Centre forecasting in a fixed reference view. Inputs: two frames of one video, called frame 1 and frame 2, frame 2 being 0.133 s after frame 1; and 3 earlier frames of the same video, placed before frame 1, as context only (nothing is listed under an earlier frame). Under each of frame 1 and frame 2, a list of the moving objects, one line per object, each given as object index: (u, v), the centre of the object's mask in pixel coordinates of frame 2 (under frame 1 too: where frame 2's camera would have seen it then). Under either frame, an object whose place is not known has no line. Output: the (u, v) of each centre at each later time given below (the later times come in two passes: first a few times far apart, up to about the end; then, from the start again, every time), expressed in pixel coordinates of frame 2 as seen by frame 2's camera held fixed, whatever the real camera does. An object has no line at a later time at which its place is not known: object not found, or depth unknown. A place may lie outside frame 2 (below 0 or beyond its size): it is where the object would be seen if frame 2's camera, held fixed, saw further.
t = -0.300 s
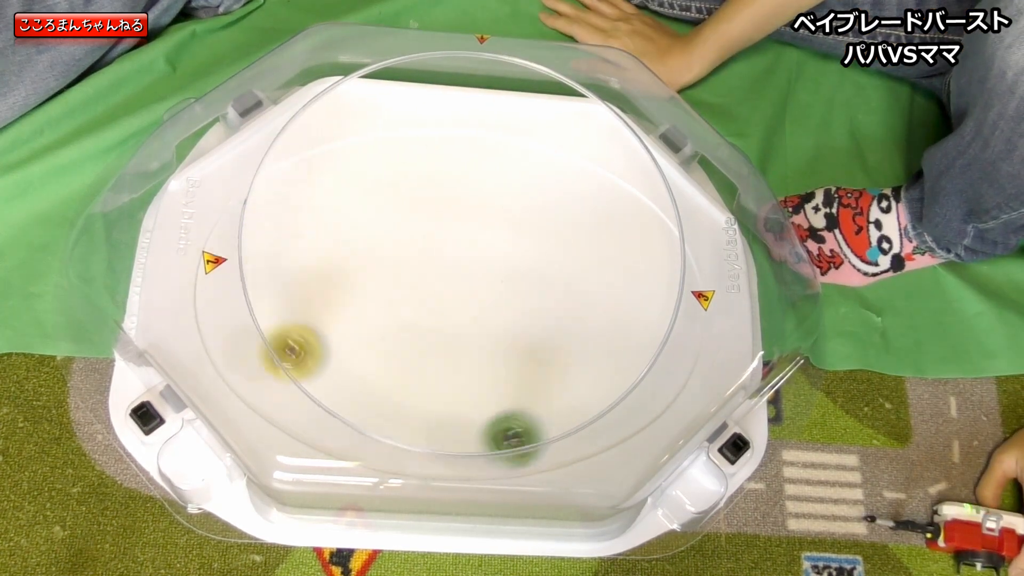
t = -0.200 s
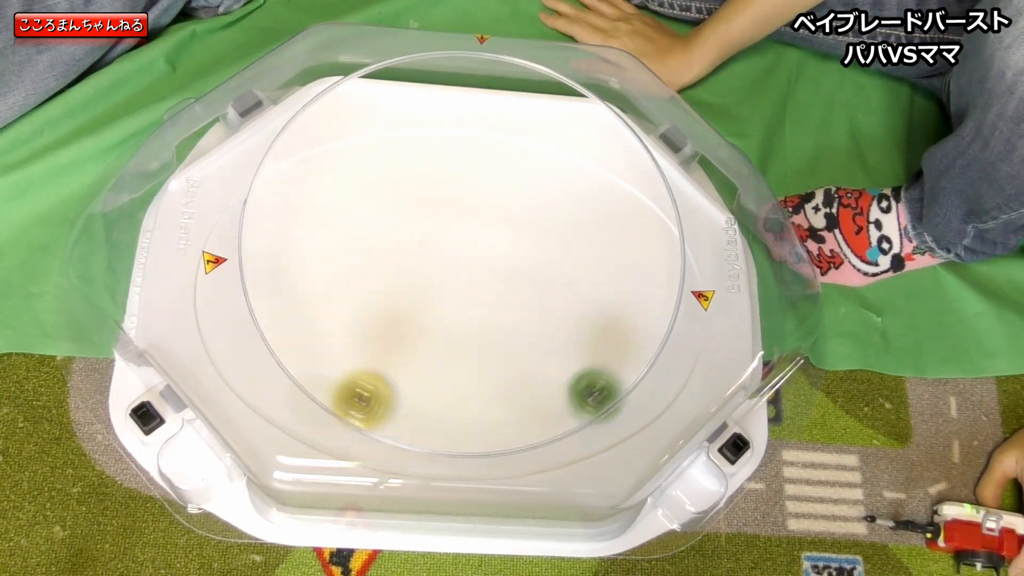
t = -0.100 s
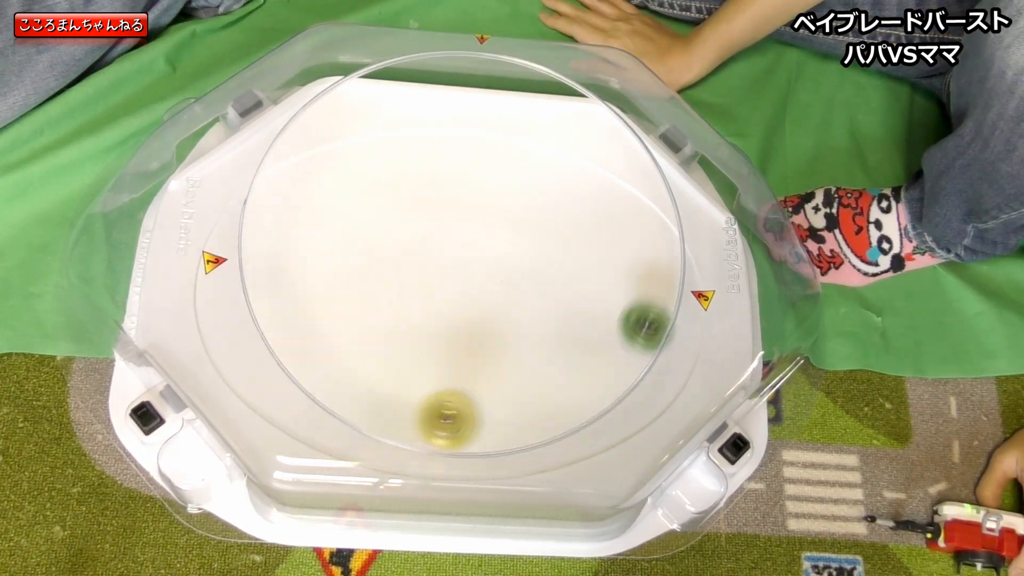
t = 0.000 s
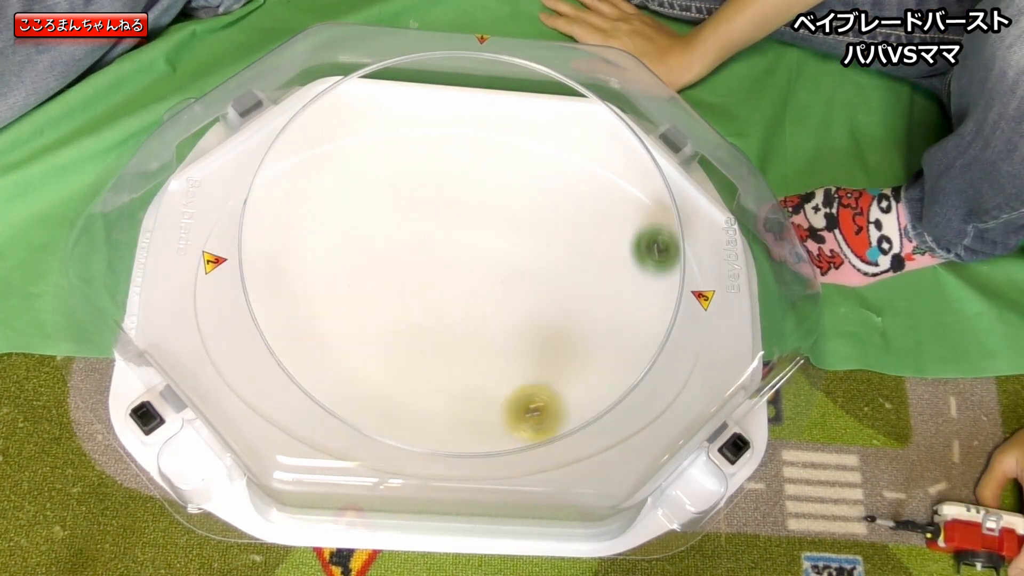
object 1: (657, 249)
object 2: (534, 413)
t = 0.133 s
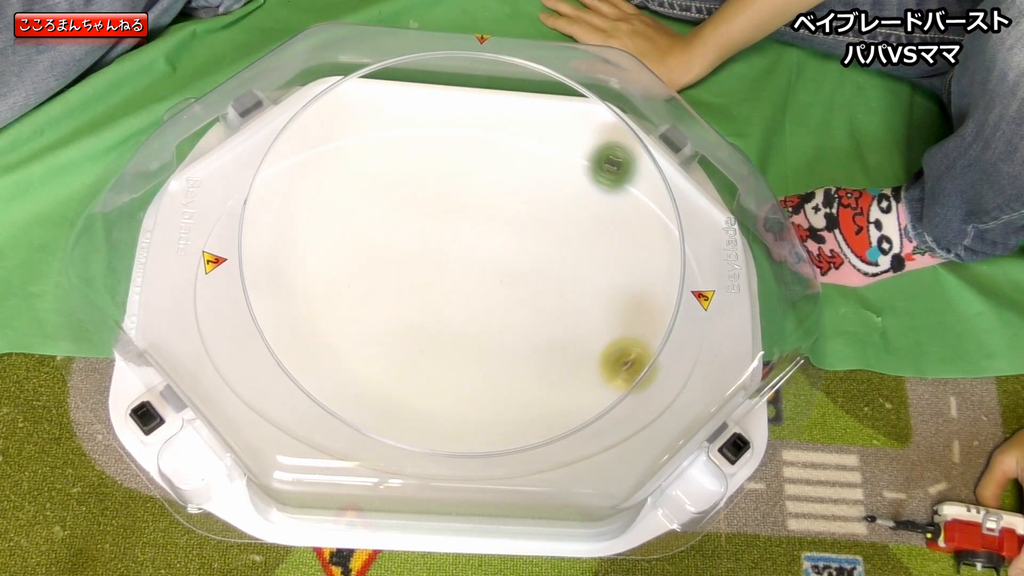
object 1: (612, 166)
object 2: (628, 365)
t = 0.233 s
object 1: (538, 140)
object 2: (667, 309)
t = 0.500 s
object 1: (323, 149)
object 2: (599, 165)
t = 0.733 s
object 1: (227, 295)
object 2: (433, 164)
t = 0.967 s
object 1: (354, 435)
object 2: (321, 283)
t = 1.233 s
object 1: (593, 428)
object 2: (412, 428)
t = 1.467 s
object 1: (701, 294)
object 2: (579, 423)
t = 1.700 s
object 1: (612, 167)
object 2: (648, 301)
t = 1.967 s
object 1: (415, 148)
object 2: (526, 183)
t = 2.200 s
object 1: (272, 263)
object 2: (365, 189)
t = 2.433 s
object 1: (309, 415)
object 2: (271, 287)
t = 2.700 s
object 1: (504, 458)
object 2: (354, 404)
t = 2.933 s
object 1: (646, 367)
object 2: (511, 388)
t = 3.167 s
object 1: (631, 220)
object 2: (582, 273)
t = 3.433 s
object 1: (496, 133)
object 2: (486, 189)
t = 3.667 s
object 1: (367, 137)
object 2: (362, 224)
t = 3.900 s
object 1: (272, 203)
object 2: (352, 329)
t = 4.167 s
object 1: (370, 329)
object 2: (486, 377)
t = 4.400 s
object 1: (526, 354)
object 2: (571, 301)
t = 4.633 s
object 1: (644, 301)
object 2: (523, 215)
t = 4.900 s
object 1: (643, 194)
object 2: (398, 233)
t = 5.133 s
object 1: (511, 200)
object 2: (386, 328)
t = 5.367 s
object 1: (415, 303)
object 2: (490, 371)
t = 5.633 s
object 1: (439, 424)
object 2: (575, 297)
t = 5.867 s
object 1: (553, 447)
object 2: (522, 220)
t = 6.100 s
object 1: (590, 335)
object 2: (414, 224)
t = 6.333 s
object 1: (513, 233)
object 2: (366, 304)
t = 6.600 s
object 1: (385, 185)
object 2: (448, 377)
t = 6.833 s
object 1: (267, 193)
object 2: (542, 337)
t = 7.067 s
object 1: (235, 289)
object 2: (541, 250)
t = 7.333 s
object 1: (377, 355)
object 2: (443, 208)
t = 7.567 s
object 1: (513, 337)
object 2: (368, 255)
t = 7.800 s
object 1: (600, 271)
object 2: (387, 340)
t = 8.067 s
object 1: (582, 180)
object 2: (499, 363)
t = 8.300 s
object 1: (475, 210)
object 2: (563, 300)
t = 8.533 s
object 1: (426, 316)
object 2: (536, 228)
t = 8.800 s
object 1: (478, 414)
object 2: (434, 221)
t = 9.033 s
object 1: (577, 412)
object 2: (383, 288)
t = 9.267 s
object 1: (577, 310)
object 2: (417, 362)
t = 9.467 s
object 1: (512, 241)
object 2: (495, 370)
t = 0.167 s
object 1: (588, 157)
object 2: (645, 348)
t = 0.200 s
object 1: (563, 148)
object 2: (658, 328)
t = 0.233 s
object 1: (538, 140)
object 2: (667, 309)
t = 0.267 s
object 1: (512, 133)
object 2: (670, 287)
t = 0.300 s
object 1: (485, 129)
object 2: (671, 266)
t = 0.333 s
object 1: (458, 126)
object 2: (668, 245)
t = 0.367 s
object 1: (431, 126)
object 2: (660, 227)
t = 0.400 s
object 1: (404, 127)
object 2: (649, 208)
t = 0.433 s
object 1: (376, 132)
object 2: (636, 191)
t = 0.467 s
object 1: (348, 139)
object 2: (619, 177)
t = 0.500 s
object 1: (323, 149)
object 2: (599, 165)
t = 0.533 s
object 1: (300, 163)
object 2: (578, 157)
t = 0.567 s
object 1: (279, 179)
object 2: (555, 152)
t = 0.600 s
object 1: (258, 197)
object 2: (531, 148)
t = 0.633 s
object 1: (242, 219)
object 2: (506, 148)
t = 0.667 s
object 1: (233, 241)
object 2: (482, 151)
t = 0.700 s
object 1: (226, 267)
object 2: (456, 156)
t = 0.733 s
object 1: (227, 295)
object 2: (433, 164)
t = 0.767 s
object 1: (232, 322)
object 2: (409, 175)
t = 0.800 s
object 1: (243, 344)
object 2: (387, 188)
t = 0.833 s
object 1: (260, 365)
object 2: (367, 203)
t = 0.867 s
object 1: (279, 386)
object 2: (350, 220)
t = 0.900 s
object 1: (300, 406)
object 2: (336, 241)
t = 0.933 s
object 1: (326, 423)
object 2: (326, 262)
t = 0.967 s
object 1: (354, 435)
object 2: (321, 283)
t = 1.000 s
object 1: (383, 445)
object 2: (320, 305)
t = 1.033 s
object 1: (412, 451)
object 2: (324, 327)
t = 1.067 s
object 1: (444, 454)
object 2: (330, 347)
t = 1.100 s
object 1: (475, 454)
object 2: (340, 368)
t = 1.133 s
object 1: (506, 451)
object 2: (353, 388)
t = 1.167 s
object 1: (536, 445)
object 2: (371, 403)
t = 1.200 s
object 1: (566, 437)
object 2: (391, 415)
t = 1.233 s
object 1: (593, 428)
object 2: (412, 428)
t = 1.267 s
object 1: (618, 414)
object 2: (435, 435)
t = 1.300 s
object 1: (640, 397)
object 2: (460, 440)
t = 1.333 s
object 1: (659, 379)
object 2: (485, 442)
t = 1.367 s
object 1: (675, 359)
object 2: (510, 441)
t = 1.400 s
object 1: (688, 338)
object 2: (535, 437)
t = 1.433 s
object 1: (695, 319)
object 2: (557, 432)
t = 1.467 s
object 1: (701, 294)
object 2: (579, 423)
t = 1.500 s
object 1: (700, 269)
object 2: (599, 411)
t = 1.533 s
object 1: (694, 250)
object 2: (616, 397)
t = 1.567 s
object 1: (684, 229)
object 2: (630, 380)
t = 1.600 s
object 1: (669, 212)
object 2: (640, 362)
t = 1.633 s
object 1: (652, 194)
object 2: (647, 343)
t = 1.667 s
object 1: (633, 180)
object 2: (650, 322)
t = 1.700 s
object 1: (612, 167)
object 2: (648, 301)
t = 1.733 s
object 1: (590, 156)
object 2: (643, 281)
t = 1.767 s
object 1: (568, 146)
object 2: (632, 261)
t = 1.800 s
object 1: (544, 140)
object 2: (619, 243)
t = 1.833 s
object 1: (520, 136)
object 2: (604, 228)
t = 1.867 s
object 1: (494, 135)
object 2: (587, 213)
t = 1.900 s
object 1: (468, 136)
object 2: (568, 201)
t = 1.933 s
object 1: (442, 141)
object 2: (548, 191)
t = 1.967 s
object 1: (415, 148)
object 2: (526, 183)
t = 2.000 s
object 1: (389, 157)
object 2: (503, 178)
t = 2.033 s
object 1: (364, 169)
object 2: (480, 174)
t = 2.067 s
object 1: (340, 183)
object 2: (457, 173)
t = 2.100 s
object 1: (318, 200)
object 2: (433, 175)
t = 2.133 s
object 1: (299, 219)
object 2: (410, 178)
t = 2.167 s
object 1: (284, 239)
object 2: (388, 182)
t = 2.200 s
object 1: (272, 263)
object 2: (365, 189)
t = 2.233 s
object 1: (264, 286)
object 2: (344, 197)
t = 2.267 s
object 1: (262, 311)
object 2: (326, 208)
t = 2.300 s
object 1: (263, 332)
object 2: (309, 222)
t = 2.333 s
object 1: (270, 354)
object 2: (294, 236)
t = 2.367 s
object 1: (281, 375)
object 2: (282, 251)
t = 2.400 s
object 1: (294, 397)
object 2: (274, 269)
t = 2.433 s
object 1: (309, 415)
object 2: (271, 287)
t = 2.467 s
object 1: (329, 431)
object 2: (270, 305)
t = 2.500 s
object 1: (349, 444)
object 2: (273, 323)
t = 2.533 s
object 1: (373, 454)
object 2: (280, 338)
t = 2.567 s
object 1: (399, 457)
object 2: (291, 354)
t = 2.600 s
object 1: (424, 460)
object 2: (303, 368)
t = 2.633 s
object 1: (451, 462)
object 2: (318, 382)
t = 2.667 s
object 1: (478, 460)
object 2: (335, 394)
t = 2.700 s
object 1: (504, 458)
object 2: (354, 404)
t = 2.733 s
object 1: (530, 454)
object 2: (377, 408)
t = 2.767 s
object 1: (555, 444)
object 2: (399, 412)
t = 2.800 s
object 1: (580, 433)
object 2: (422, 412)
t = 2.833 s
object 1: (601, 420)
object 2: (446, 409)
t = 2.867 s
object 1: (619, 405)
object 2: (468, 405)
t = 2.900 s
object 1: (634, 387)
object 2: (490, 397)
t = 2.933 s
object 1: (646, 367)
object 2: (511, 388)
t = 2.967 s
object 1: (655, 346)
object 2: (530, 377)
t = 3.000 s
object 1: (660, 325)
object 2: (547, 362)
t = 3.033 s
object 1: (661, 303)
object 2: (560, 346)
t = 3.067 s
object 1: (657, 281)
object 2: (570, 328)
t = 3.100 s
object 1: (652, 260)
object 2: (578, 311)
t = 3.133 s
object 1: (643, 240)
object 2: (582, 292)
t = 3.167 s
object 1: (631, 220)
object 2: (582, 273)
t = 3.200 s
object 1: (617, 204)
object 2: (578, 256)
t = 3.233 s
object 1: (601, 188)
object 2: (571, 240)
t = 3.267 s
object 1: (584, 176)
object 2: (563, 223)
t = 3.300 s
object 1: (567, 162)
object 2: (551, 212)
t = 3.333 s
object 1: (553, 147)
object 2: (535, 205)
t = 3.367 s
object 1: (536, 134)
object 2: (519, 199)
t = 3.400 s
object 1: (517, 132)
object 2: (503, 194)
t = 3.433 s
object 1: (496, 133)
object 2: (486, 189)
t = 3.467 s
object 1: (475, 133)
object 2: (469, 186)
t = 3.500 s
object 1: (457, 130)
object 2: (450, 188)
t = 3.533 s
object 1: (438, 126)
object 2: (430, 193)
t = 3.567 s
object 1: (420, 123)
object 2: (412, 198)
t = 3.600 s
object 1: (402, 127)
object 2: (394, 205)
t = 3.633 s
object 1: (385, 131)
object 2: (377, 213)
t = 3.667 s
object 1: (367, 137)
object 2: (362, 224)
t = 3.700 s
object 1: (352, 143)
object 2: (351, 236)
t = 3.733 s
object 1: (336, 147)
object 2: (342, 251)
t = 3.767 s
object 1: (320, 152)
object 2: (338, 267)
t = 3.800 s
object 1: (304, 160)
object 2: (338, 283)
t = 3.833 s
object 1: (290, 170)
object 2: (341, 298)
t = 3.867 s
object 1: (279, 185)
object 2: (345, 313)
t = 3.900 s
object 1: (272, 203)
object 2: (352, 329)
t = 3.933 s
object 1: (270, 221)
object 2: (362, 343)
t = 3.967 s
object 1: (273, 240)
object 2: (374, 357)
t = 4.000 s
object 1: (282, 258)
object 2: (389, 368)
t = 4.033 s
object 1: (294, 276)
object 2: (407, 374)
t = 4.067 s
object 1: (309, 291)
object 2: (426, 378)
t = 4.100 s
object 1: (328, 304)
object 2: (446, 380)
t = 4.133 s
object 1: (348, 317)
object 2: (466, 380)
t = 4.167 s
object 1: (370, 329)
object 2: (486, 377)
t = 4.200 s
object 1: (393, 340)
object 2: (504, 373)
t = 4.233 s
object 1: (415, 347)
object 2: (523, 365)
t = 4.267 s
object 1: (439, 352)
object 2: (538, 356)
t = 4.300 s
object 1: (461, 356)
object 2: (550, 343)
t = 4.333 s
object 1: (483, 357)
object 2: (559, 329)
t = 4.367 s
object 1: (504, 356)
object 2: (567, 315)
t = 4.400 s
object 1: (526, 354)
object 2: (571, 301)
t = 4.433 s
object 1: (546, 350)
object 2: (574, 286)
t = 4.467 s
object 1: (565, 344)
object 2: (572, 272)
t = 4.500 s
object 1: (583, 337)
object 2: (566, 258)
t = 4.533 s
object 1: (600, 330)
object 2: (558, 245)
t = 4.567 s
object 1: (617, 322)
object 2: (548, 232)
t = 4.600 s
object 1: (631, 312)
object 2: (536, 222)
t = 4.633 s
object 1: (644, 301)
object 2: (523, 215)
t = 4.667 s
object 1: (654, 288)
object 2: (507, 209)
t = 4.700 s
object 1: (661, 274)
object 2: (491, 206)
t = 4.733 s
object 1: (670, 259)
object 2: (475, 206)
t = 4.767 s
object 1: (673, 244)
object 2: (458, 206)
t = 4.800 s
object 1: (673, 228)
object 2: (442, 210)
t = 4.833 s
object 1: (667, 214)
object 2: (426, 216)
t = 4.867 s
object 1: (658, 202)
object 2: (411, 224)
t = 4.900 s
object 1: (643, 194)
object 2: (398, 233)
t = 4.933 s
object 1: (630, 186)
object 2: (387, 244)
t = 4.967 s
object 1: (611, 182)
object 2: (380, 258)
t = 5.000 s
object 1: (591, 180)
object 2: (376, 271)
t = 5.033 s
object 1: (571, 181)
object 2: (376, 285)
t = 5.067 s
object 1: (550, 185)
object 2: (378, 300)
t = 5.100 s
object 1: (531, 191)
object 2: (381, 314)
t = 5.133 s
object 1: (511, 200)
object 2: (386, 328)
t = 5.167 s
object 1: (493, 210)
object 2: (395, 340)
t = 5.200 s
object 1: (475, 223)
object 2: (408, 351)
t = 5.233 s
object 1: (459, 236)
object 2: (422, 360)
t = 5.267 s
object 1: (445, 253)
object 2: (438, 365)
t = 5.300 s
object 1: (432, 269)
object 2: (455, 370)
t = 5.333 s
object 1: (423, 285)
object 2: (473, 371)
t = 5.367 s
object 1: (415, 303)
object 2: (490, 371)
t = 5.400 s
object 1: (410, 321)
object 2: (508, 369)
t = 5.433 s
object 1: (407, 338)
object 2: (524, 364)
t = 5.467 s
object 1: (407, 354)
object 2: (538, 356)
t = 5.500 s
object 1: (408, 370)
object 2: (550, 347)
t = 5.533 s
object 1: (413, 385)
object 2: (559, 335)
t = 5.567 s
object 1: (419, 398)
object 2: (567, 323)
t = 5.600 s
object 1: (428, 411)
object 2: (572, 310)
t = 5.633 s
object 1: (439, 424)
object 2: (575, 297)
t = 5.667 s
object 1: (452, 431)
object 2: (575, 284)
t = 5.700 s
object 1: (466, 442)
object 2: (572, 271)
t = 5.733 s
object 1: (483, 449)
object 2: (566, 259)
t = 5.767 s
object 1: (500, 453)
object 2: (558, 247)
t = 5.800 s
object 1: (518, 455)
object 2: (548, 237)
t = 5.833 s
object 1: (536, 453)
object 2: (536, 227)
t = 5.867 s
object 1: (553, 447)
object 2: (522, 220)
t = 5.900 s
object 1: (567, 435)
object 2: (507, 215)
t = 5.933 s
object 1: (579, 422)
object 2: (491, 212)
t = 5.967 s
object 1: (588, 406)
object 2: (476, 210)
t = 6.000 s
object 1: (593, 389)
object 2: (460, 211)
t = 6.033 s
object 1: (595, 371)
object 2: (444, 213)
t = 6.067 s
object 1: (593, 353)
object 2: (428, 218)
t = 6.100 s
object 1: (590, 335)
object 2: (414, 224)
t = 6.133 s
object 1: (583, 317)
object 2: (401, 231)
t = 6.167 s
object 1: (575, 300)
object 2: (389, 241)
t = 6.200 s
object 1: (565, 284)
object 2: (380, 251)
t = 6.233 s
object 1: (554, 271)
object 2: (373, 263)
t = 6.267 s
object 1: (541, 257)
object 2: (368, 276)
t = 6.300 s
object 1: (528, 244)
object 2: (366, 289)
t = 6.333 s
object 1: (513, 233)
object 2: (366, 304)
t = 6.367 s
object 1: (498, 224)
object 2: (369, 318)
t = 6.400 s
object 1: (483, 215)
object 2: (374, 332)
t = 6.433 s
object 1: (467, 207)
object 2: (381, 344)
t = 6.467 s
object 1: (451, 201)
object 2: (391, 355)
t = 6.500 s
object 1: (435, 196)
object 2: (403, 364)
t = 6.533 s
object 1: (418, 192)
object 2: (417, 370)
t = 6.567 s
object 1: (401, 188)
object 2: (432, 375)
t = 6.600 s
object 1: (385, 185)
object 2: (448, 377)
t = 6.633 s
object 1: (368, 183)
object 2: (464, 377)
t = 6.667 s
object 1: (351, 181)
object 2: (480, 375)
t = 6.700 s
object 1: (334, 181)
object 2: (496, 372)
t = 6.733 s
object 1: (317, 182)
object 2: (511, 365)
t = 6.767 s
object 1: (300, 184)
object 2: (524, 358)
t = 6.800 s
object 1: (284, 188)
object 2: (534, 348)
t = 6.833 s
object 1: (267, 193)
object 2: (542, 337)
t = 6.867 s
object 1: (252, 202)
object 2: (548, 325)
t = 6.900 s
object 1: (239, 212)
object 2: (552, 312)
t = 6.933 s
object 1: (230, 225)
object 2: (554, 299)
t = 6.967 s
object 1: (226, 237)
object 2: (554, 286)
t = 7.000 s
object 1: (223, 256)
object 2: (552, 274)
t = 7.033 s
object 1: (229, 275)
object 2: (547, 262)
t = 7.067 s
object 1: (235, 289)
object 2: (541, 250)
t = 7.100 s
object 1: (246, 304)
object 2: (533, 239)
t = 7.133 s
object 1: (261, 316)
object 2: (523, 230)
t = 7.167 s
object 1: (278, 326)
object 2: (511, 222)
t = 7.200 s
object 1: (296, 333)
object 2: (499, 216)
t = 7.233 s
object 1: (315, 340)
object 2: (485, 212)
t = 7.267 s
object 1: (335, 346)
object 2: (472, 208)
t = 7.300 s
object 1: (356, 351)
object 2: (457, 207)
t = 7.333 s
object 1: (377, 355)
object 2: (443, 208)
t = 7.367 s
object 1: (398, 357)
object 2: (430, 210)
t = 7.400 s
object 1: (419, 357)
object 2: (416, 214)
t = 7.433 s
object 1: (439, 356)
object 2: (403, 219)
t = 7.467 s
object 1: (459, 353)
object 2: (391, 226)
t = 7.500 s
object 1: (477, 348)
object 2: (380, 234)
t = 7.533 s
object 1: (496, 343)
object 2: (373, 244)
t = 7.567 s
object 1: (513, 337)
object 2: (368, 255)
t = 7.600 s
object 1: (529, 330)
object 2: (364, 267)
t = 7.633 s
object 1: (543, 322)
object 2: (363, 279)
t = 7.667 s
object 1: (557, 313)
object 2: (364, 291)
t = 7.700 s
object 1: (569, 303)
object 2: (367, 304)
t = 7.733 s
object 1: (582, 294)
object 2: (371, 318)
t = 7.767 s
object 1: (592, 283)
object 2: (378, 329)
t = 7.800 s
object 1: (600, 271)
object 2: (387, 340)
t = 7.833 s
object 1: (606, 259)
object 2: (397, 349)
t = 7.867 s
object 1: (610, 246)
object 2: (410, 357)
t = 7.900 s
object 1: (612, 233)
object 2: (424, 362)
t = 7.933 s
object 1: (612, 220)
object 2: (439, 365)
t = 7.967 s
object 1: (610, 207)
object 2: (455, 367)
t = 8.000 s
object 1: (604, 196)
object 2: (469, 367)
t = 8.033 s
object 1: (595, 186)
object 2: (485, 366)
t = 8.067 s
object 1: (582, 180)
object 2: (499, 363)
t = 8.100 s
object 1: (567, 176)
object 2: (514, 358)
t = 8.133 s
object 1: (552, 175)
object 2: (526, 352)
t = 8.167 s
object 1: (535, 177)
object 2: (537, 344)
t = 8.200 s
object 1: (519, 182)
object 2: (546, 334)
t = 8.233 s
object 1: (503, 189)
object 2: (553, 323)
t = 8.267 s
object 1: (488, 199)
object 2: (559, 312)
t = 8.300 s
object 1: (475, 210)
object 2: (563, 300)
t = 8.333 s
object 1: (463, 224)
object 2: (566, 289)
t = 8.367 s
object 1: (452, 237)
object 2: (565, 277)
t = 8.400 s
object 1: (444, 253)
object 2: (563, 266)
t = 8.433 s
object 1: (436, 268)
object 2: (559, 256)
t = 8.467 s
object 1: (431, 284)
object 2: (552, 245)
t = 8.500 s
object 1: (427, 300)
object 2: (545, 235)
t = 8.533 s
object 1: (426, 316)
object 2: (536, 228)
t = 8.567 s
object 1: (427, 331)
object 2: (524, 221)
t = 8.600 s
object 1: (430, 345)
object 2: (513, 216)
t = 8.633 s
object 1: (434, 359)
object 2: (500, 213)
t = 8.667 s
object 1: (440, 372)
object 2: (487, 211)
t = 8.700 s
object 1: (448, 383)
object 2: (473, 211)
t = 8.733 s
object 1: (457, 394)
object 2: (460, 212)
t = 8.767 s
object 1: (467, 405)
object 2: (446, 216)
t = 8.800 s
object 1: (478, 414)
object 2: (434, 221)
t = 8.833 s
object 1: (491, 421)
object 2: (423, 227)
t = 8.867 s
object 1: (504, 425)
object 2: (411, 235)
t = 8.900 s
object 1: (520, 428)
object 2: (401, 243)
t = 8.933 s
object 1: (534, 429)
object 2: (394, 253)
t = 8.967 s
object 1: (549, 426)
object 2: (388, 264)
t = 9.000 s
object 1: (565, 421)
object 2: (385, 275)
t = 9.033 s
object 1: (577, 412)
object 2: (383, 288)
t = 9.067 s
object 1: (585, 400)
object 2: (382, 300)
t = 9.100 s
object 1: (591, 386)
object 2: (383, 312)
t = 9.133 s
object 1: (592, 371)
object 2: (386, 325)
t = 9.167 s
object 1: (592, 355)
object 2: (390, 336)
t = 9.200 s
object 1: (588, 340)
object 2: (397, 346)
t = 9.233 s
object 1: (583, 325)
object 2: (407, 356)
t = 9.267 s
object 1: (577, 310)
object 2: (417, 362)
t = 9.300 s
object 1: (568, 297)
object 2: (429, 367)
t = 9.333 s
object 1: (558, 284)
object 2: (442, 371)
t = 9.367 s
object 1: (548, 273)
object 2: (455, 373)
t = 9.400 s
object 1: (537, 261)
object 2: (469, 374)
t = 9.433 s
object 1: (524, 251)
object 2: (482, 373)
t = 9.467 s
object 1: (512, 241)
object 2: (495, 370)
